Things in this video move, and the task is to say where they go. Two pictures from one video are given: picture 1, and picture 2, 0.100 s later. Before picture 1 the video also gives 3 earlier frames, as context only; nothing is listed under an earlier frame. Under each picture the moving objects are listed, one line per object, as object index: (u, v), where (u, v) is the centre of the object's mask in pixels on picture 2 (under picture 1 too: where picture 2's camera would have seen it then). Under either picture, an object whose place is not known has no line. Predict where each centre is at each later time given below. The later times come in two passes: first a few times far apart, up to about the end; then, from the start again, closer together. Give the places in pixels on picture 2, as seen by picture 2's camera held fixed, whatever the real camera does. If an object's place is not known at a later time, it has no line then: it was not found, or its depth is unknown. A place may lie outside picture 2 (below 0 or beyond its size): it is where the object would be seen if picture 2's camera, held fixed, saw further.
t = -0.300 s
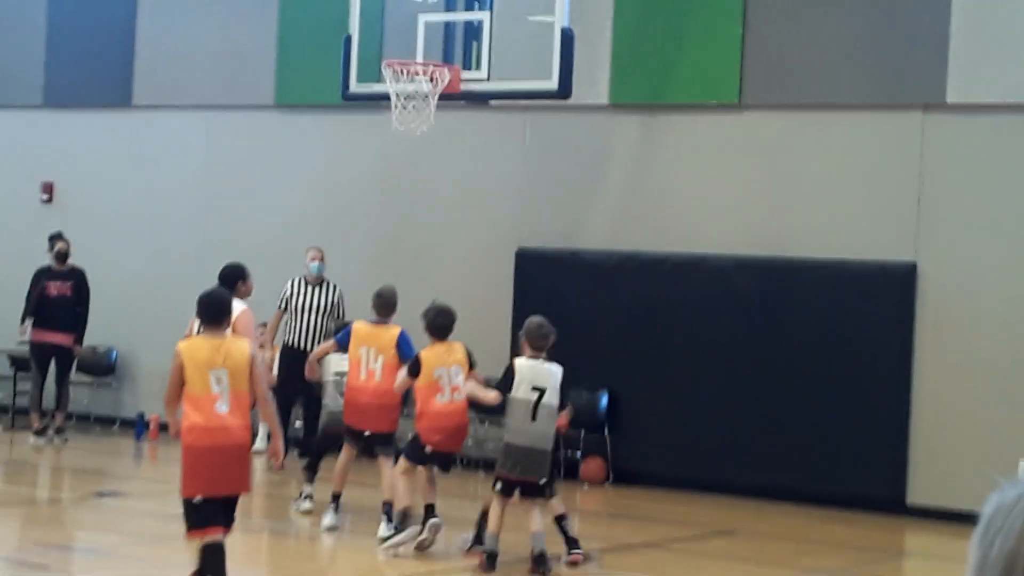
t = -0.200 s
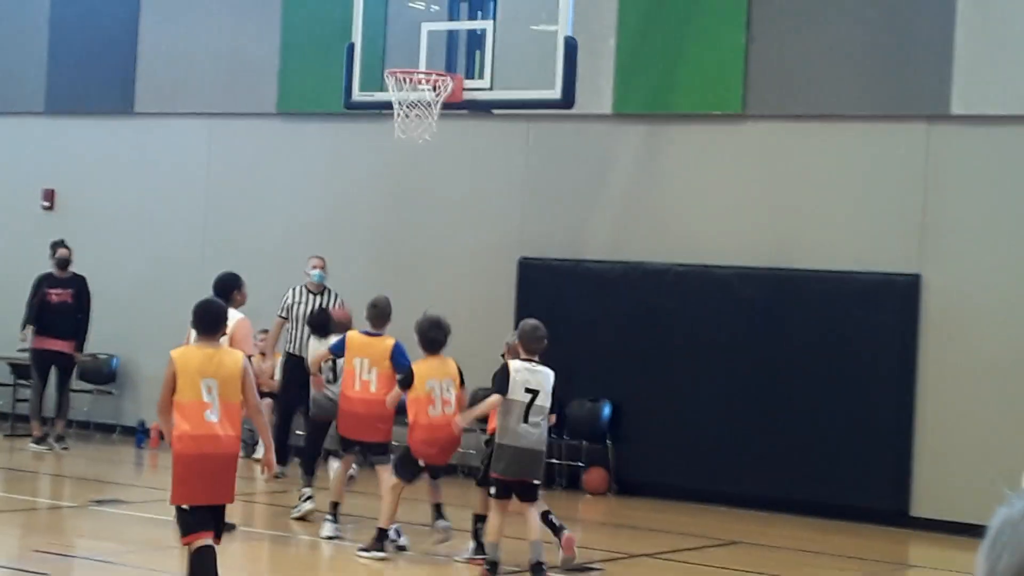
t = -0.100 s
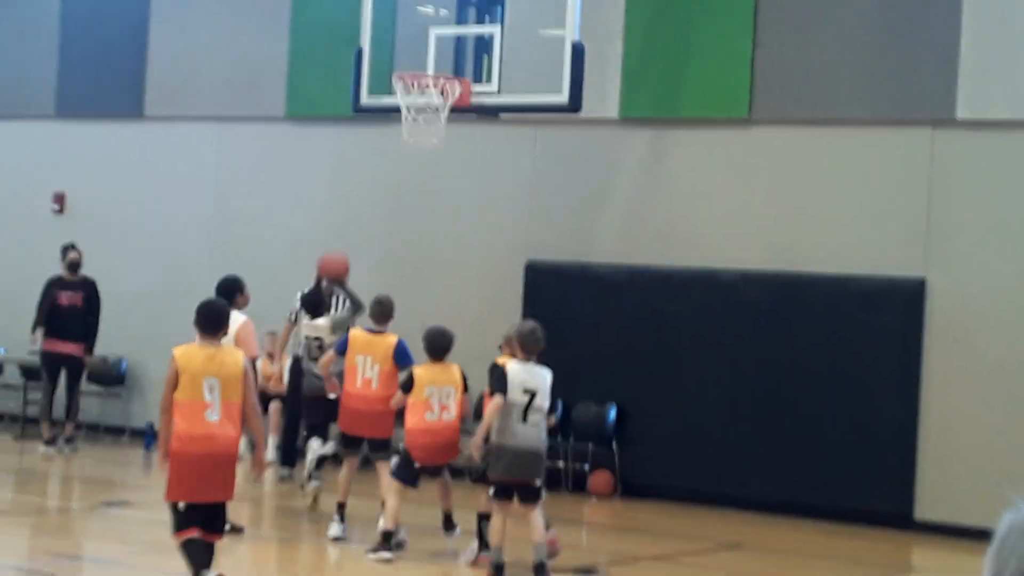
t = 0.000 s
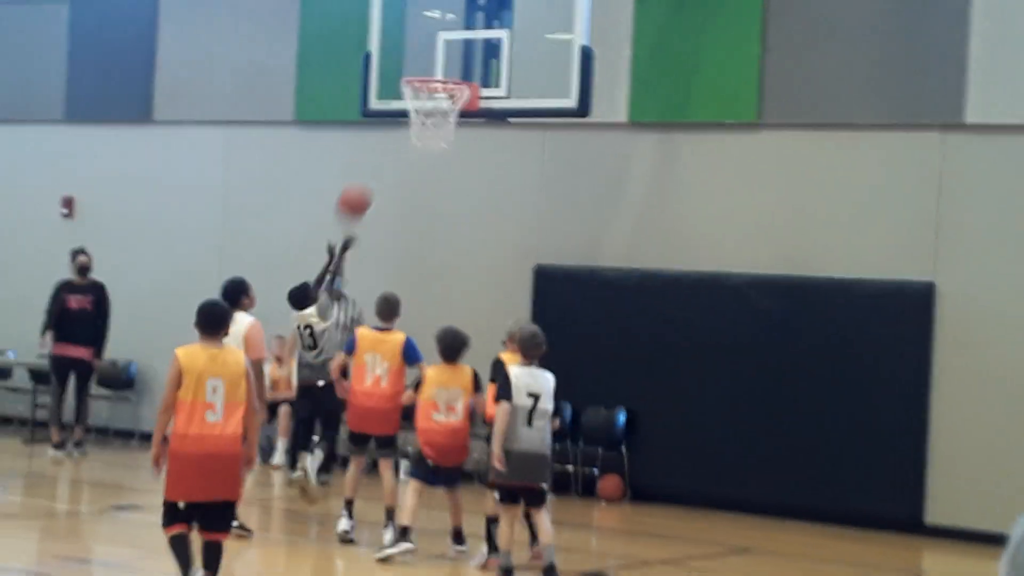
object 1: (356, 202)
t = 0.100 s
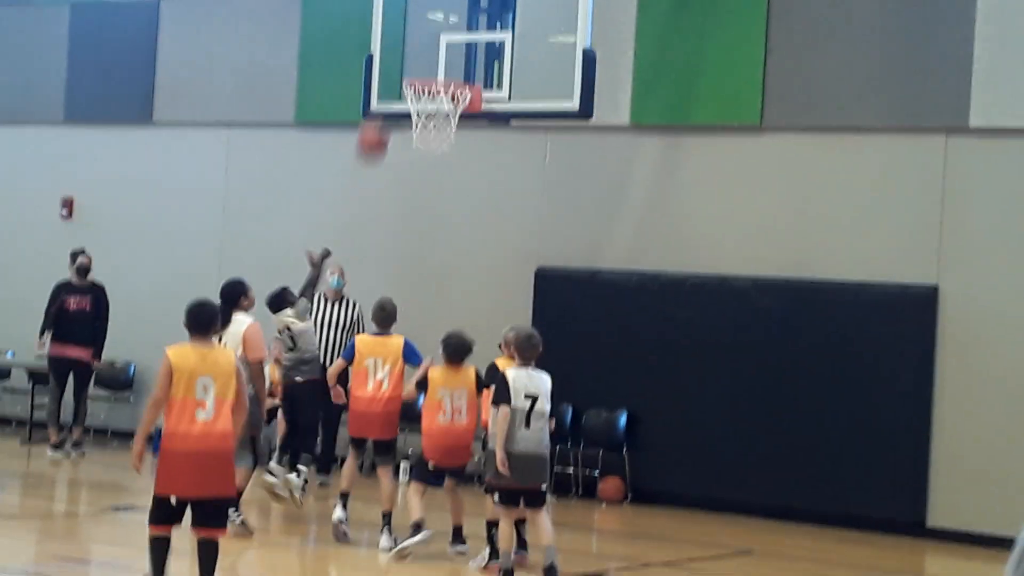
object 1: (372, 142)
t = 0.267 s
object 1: (400, 66)
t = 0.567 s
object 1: (446, 31)
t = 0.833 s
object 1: (443, 55)
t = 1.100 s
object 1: (433, 56)
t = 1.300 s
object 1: (420, 127)
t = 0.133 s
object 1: (378, 122)
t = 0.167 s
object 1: (383, 106)
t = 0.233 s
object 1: (394, 76)
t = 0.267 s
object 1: (400, 66)
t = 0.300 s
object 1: (406, 56)
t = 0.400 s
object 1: (421, 35)
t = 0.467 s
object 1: (431, 28)
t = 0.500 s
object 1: (436, 28)
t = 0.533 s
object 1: (441, 28)
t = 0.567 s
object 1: (446, 31)
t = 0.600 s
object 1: (449, 34)
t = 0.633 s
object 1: (448, 41)
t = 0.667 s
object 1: (447, 46)
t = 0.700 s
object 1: (446, 55)
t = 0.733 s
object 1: (446, 65)
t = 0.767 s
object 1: (445, 68)
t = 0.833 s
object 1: (443, 55)
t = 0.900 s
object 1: (441, 46)
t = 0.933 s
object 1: (440, 43)
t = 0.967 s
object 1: (439, 43)
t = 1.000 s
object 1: (437, 44)
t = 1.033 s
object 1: (436, 46)
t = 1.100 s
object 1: (433, 56)
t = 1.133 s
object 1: (431, 63)
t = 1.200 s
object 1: (427, 83)
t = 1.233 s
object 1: (425, 95)
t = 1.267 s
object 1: (423, 110)
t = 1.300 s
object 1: (420, 127)
